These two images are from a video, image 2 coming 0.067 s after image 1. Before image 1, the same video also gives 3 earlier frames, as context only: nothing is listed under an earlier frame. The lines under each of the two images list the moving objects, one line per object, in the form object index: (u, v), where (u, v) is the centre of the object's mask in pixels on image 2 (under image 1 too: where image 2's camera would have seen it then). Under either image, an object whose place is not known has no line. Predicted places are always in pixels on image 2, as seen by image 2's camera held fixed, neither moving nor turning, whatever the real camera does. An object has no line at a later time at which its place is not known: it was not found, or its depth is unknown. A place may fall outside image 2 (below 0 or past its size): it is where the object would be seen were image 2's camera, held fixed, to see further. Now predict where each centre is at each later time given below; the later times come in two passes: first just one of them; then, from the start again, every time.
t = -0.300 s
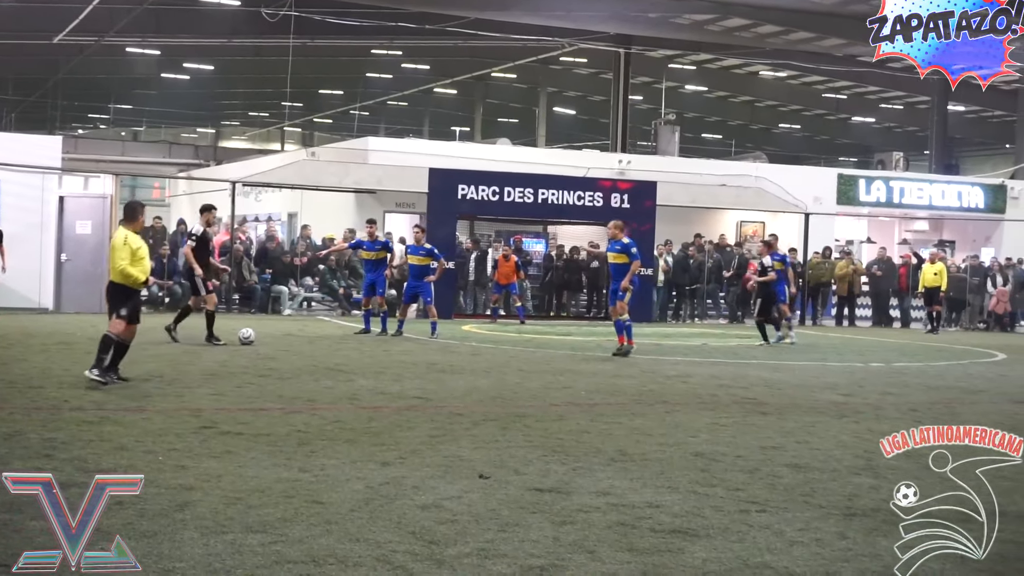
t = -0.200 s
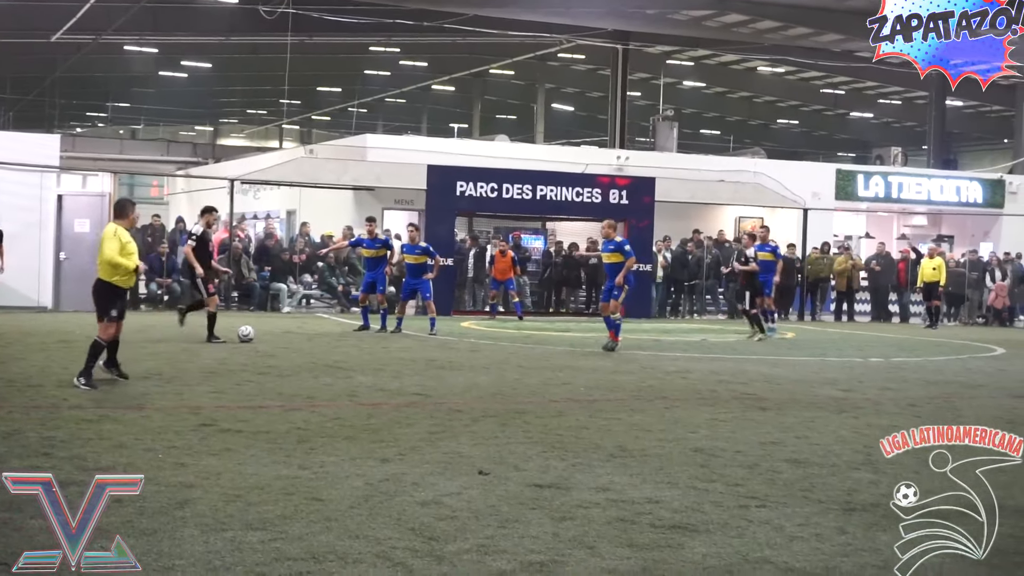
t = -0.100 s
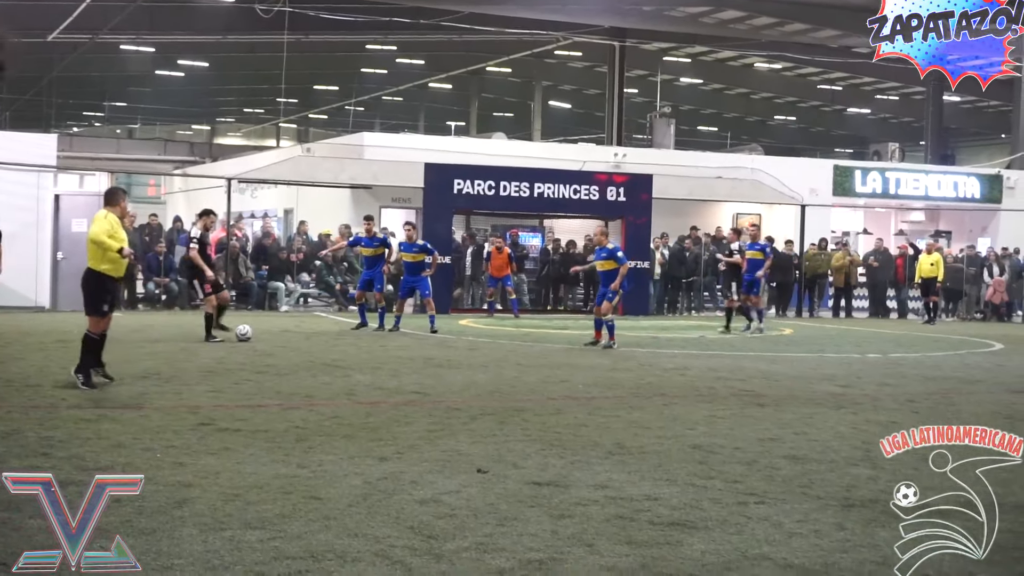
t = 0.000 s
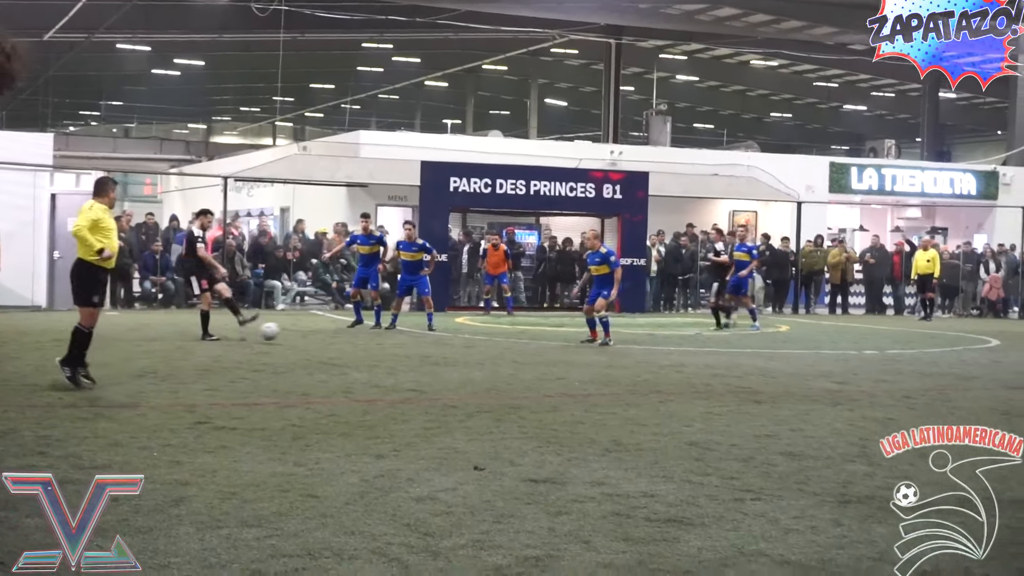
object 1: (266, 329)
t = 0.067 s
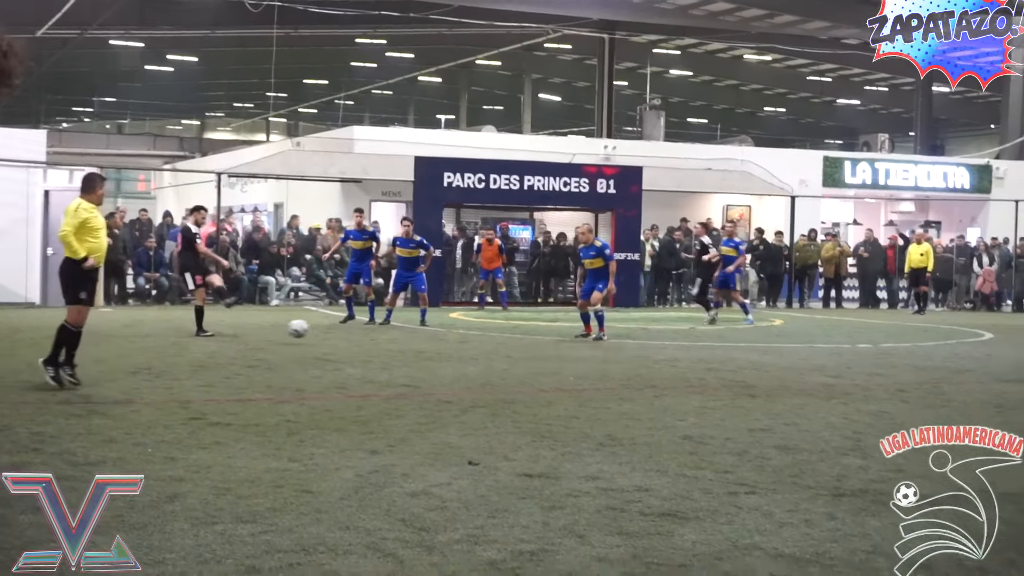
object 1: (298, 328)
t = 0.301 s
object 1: (413, 345)
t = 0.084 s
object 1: (306, 329)
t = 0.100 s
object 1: (315, 331)
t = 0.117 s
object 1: (324, 333)
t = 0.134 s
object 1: (333, 335)
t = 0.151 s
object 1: (343, 337)
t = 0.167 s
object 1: (351, 341)
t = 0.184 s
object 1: (360, 342)
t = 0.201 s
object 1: (366, 343)
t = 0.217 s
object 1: (375, 341)
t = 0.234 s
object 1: (382, 341)
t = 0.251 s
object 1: (390, 341)
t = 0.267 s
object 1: (398, 342)
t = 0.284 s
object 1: (405, 342)
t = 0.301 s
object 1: (413, 345)
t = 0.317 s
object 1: (420, 346)
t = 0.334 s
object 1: (430, 349)
